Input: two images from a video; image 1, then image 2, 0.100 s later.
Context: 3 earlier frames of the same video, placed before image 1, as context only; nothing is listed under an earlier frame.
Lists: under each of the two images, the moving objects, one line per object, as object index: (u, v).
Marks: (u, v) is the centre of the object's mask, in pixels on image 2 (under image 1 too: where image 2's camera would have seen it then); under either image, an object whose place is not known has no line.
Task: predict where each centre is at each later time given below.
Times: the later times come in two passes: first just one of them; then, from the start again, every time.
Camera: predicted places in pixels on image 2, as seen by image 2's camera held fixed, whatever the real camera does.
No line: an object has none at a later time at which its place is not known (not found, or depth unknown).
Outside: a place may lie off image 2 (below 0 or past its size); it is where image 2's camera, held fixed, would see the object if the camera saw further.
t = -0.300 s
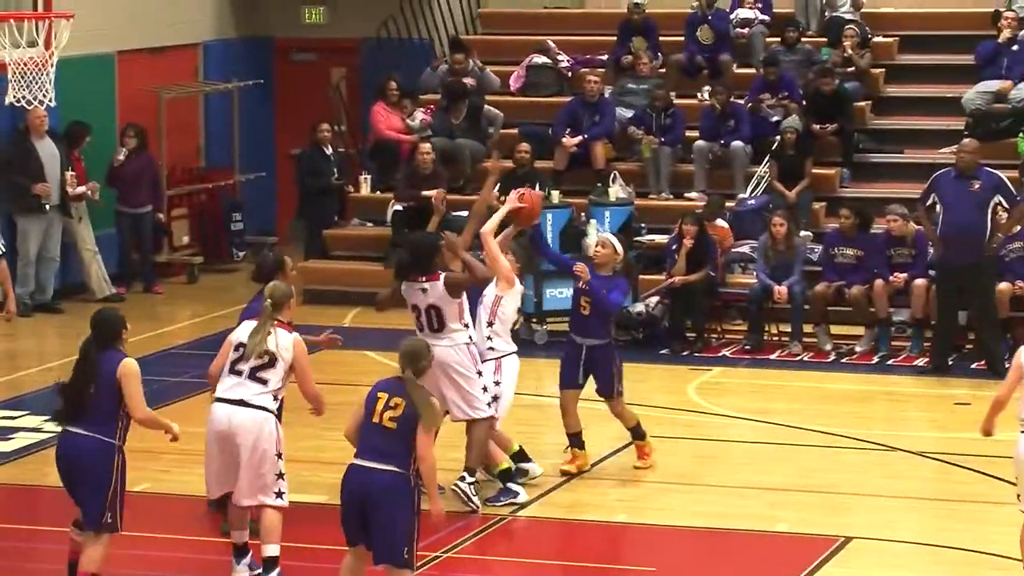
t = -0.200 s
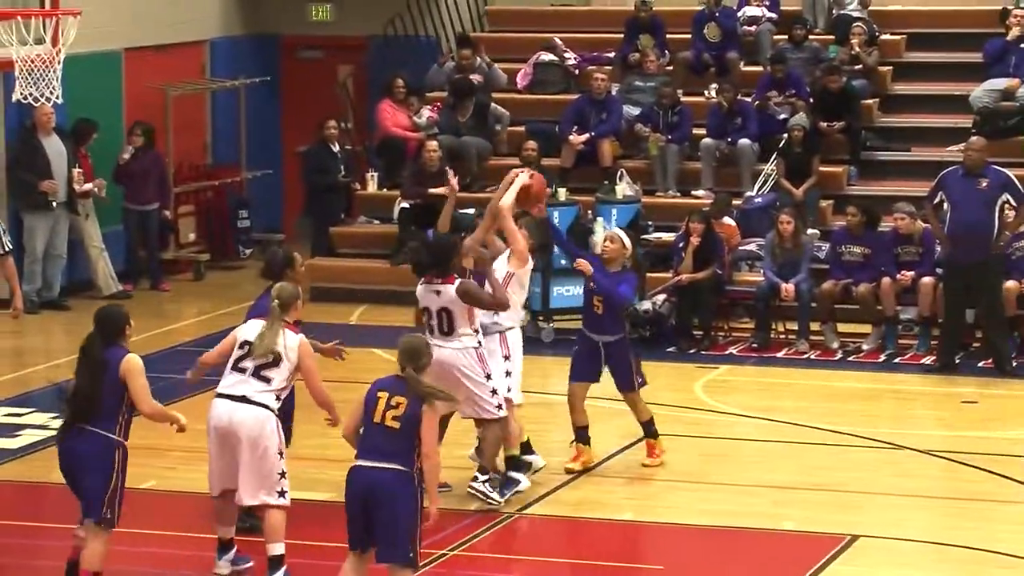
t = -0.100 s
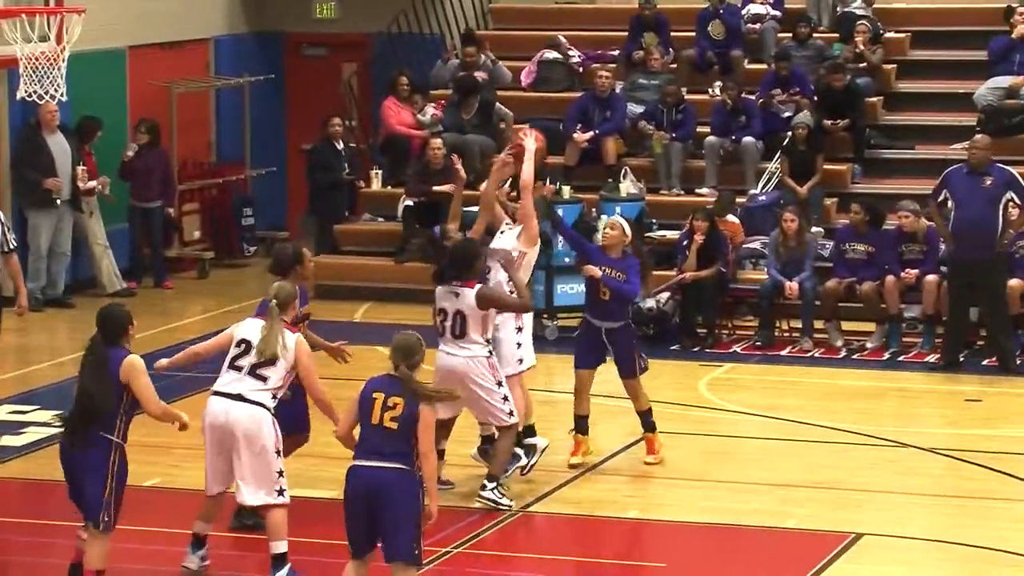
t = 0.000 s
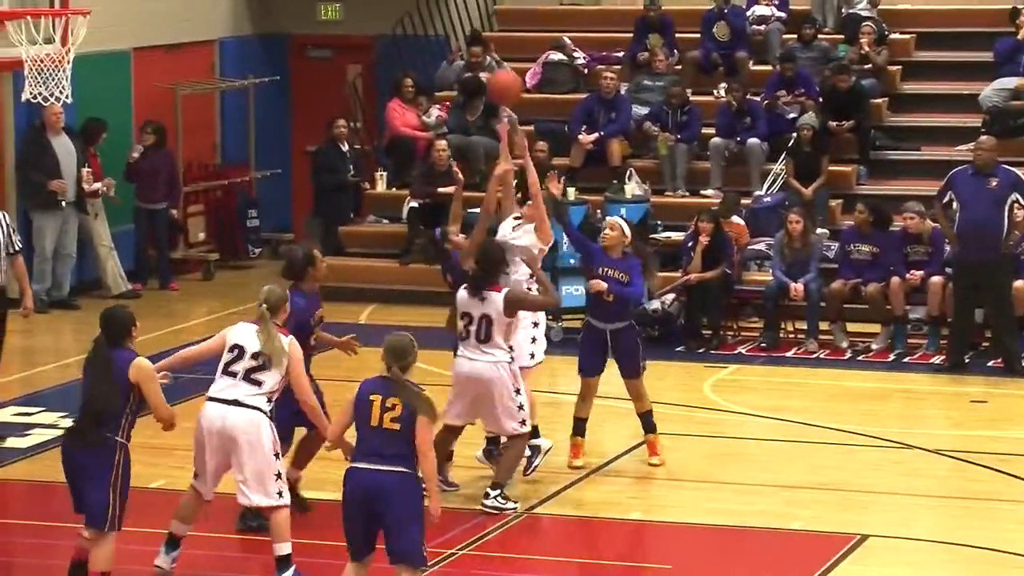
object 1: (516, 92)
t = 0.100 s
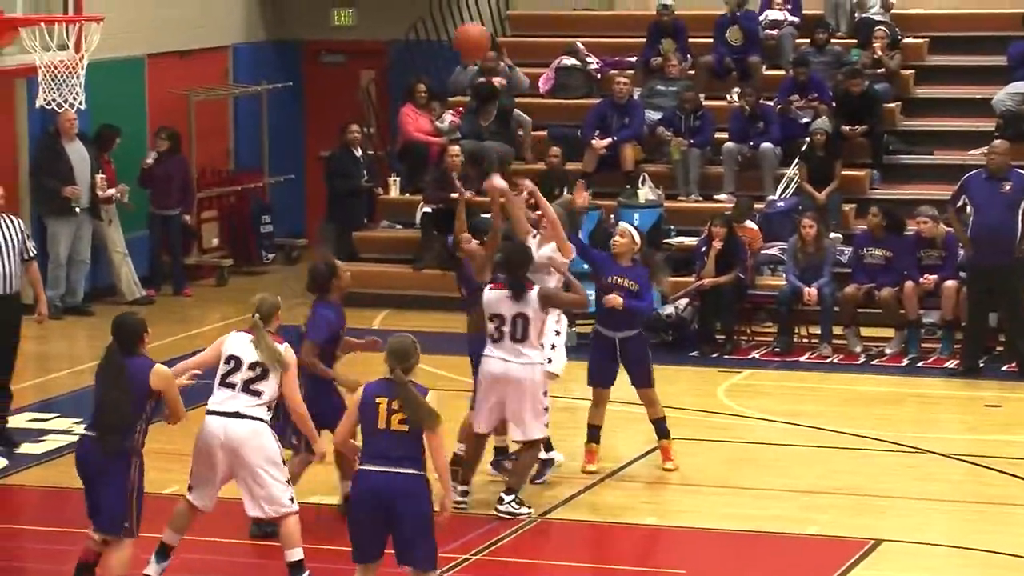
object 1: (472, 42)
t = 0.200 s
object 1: (425, 5)
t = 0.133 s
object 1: (455, 27)
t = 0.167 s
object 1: (440, 14)
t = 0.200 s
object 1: (425, 5)
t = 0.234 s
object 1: (408, -5)
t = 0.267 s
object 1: (392, -14)
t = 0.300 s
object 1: (376, -19)
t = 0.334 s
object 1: (359, -22)
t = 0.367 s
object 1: (341, -24)
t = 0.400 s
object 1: (324, -23)
